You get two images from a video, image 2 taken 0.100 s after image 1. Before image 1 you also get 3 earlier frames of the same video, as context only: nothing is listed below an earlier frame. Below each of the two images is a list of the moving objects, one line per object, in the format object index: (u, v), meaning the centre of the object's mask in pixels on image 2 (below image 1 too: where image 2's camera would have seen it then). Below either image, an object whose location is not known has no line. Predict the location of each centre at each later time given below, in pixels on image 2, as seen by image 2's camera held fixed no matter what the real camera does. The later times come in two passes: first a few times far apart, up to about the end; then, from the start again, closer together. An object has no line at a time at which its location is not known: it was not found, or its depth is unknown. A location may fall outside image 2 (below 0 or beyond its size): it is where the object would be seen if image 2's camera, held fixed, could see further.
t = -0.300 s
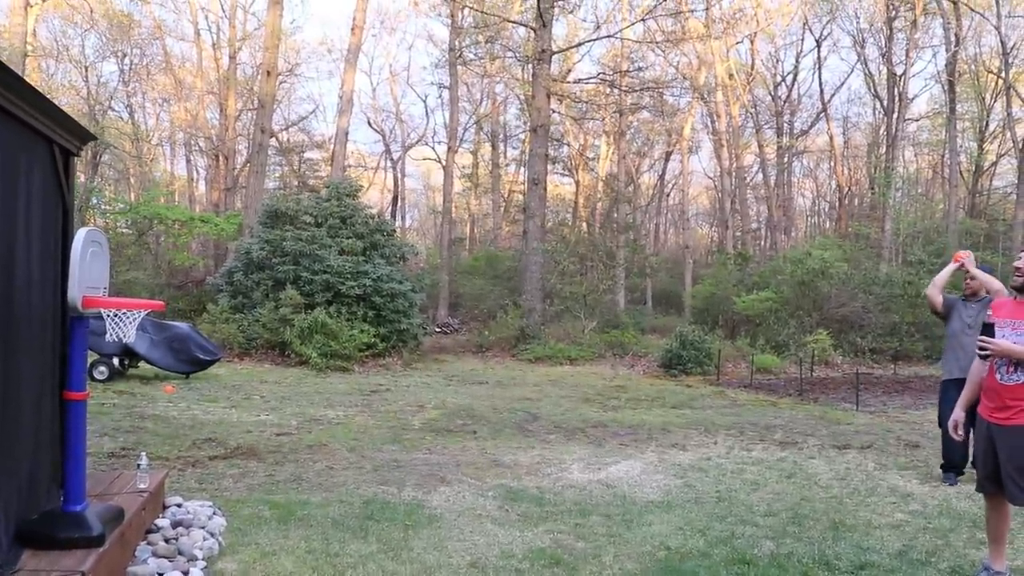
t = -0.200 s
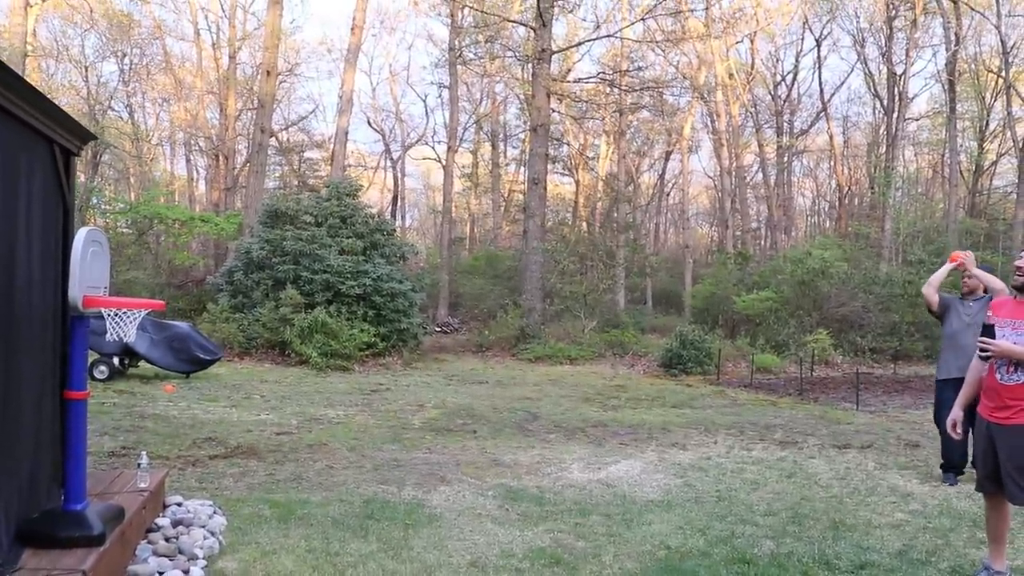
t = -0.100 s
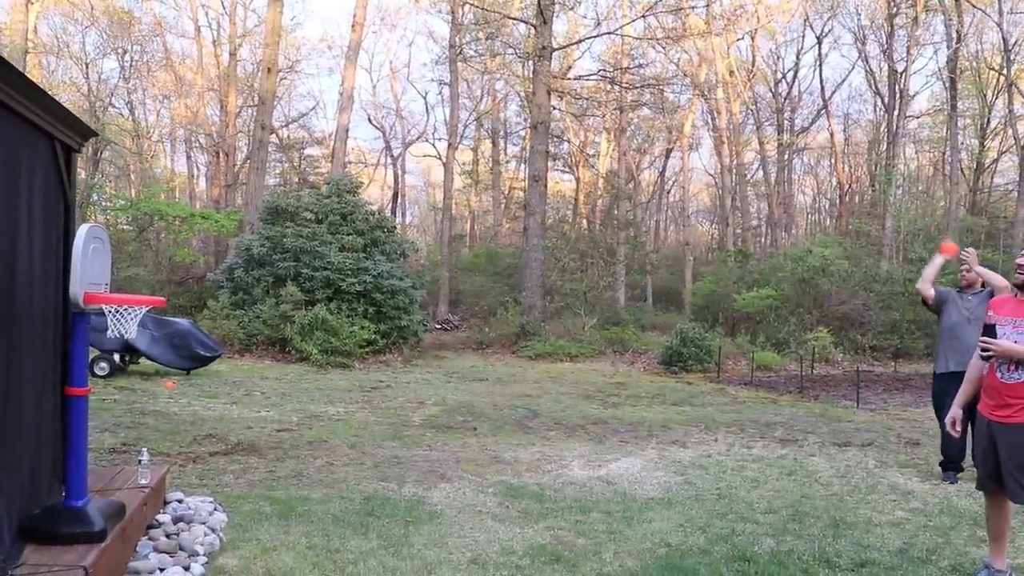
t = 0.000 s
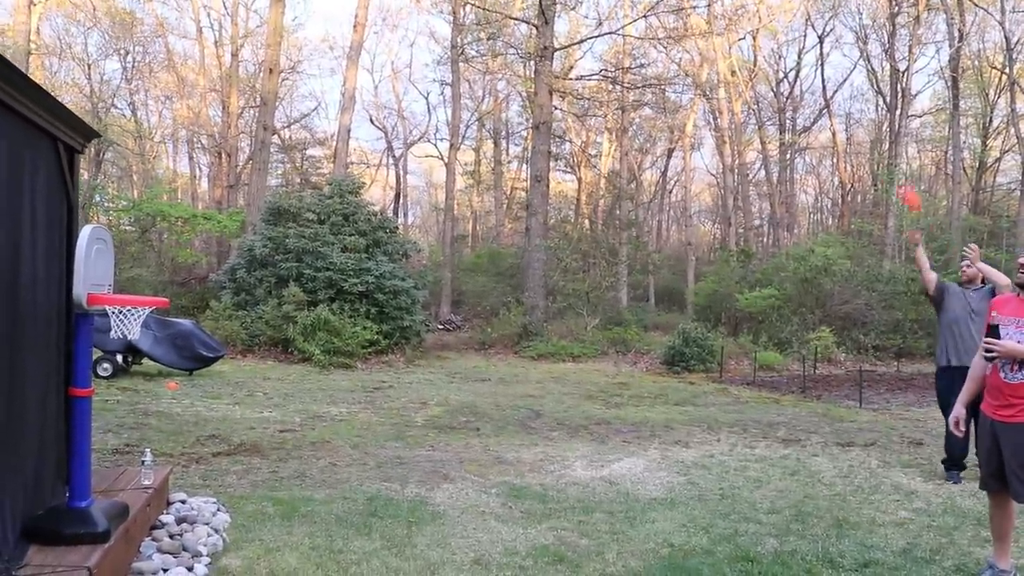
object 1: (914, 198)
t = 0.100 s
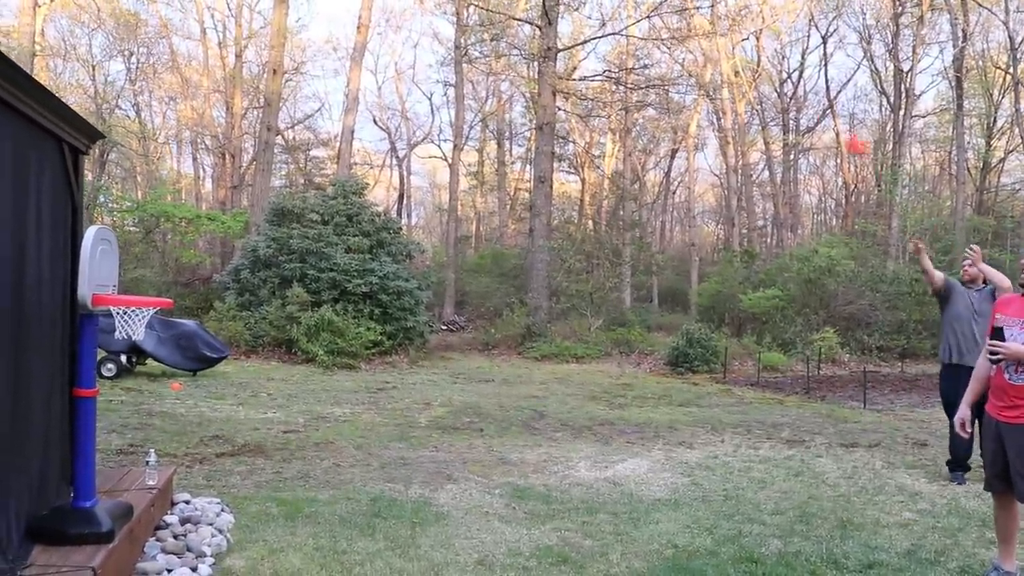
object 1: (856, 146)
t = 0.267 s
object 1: (747, 77)
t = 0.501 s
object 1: (572, 37)
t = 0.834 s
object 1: (268, 129)
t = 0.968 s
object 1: (135, 229)
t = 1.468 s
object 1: (162, 404)
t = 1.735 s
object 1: (271, 366)
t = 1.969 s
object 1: (356, 439)
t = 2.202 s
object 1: (432, 523)
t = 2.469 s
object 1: (505, 474)
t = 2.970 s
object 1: (608, 490)
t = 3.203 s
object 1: (642, 489)
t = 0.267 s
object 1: (747, 77)
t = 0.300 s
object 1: (720, 66)
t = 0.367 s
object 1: (677, 52)
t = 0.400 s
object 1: (649, 45)
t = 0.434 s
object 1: (625, 41)
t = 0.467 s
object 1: (597, 39)
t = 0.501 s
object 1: (572, 37)
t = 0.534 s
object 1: (546, 37)
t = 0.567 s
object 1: (516, 40)
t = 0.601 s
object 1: (490, 44)
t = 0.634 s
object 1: (459, 51)
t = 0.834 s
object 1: (268, 129)
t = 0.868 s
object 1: (234, 151)
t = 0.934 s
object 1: (165, 203)
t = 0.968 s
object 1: (135, 229)
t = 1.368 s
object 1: (121, 451)
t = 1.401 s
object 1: (135, 435)
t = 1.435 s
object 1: (149, 418)
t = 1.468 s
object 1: (162, 404)
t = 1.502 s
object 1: (178, 390)
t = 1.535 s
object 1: (191, 381)
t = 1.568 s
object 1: (205, 373)
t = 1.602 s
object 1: (220, 367)
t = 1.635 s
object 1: (232, 365)
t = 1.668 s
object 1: (246, 364)
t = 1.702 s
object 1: (258, 364)
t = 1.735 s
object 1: (271, 366)
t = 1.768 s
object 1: (284, 372)
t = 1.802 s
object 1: (297, 378)
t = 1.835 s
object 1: (309, 387)
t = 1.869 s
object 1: (321, 396)
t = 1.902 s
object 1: (333, 410)
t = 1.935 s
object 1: (344, 423)
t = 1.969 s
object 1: (356, 439)
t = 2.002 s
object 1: (368, 456)
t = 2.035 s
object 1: (378, 474)
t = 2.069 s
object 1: (390, 496)
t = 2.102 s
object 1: (401, 518)
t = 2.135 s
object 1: (411, 542)
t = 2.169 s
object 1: (422, 538)
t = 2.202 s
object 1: (432, 523)
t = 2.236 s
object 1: (441, 509)
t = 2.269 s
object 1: (451, 499)
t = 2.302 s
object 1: (461, 490)
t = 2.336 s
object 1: (470, 485)
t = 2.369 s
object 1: (479, 479)
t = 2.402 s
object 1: (488, 475)
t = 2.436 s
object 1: (495, 474)
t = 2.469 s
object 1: (505, 474)
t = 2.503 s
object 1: (514, 476)
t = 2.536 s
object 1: (522, 480)
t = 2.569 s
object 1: (531, 486)
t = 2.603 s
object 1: (540, 493)
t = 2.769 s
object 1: (576, 501)
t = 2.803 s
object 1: (581, 497)
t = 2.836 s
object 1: (588, 492)
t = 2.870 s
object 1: (592, 489)
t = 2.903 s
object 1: (597, 489)
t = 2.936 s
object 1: (603, 488)
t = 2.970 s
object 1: (608, 490)
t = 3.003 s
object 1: (615, 494)
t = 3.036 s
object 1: (620, 500)
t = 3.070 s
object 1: (624, 503)
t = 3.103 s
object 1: (628, 498)
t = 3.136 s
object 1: (633, 494)
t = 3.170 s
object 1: (637, 490)
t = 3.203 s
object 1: (642, 489)
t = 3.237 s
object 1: (645, 489)
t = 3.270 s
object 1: (649, 492)
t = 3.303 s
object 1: (653, 495)
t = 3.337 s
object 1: (655, 494)
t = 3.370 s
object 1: (658, 493)
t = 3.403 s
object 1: (661, 491)
